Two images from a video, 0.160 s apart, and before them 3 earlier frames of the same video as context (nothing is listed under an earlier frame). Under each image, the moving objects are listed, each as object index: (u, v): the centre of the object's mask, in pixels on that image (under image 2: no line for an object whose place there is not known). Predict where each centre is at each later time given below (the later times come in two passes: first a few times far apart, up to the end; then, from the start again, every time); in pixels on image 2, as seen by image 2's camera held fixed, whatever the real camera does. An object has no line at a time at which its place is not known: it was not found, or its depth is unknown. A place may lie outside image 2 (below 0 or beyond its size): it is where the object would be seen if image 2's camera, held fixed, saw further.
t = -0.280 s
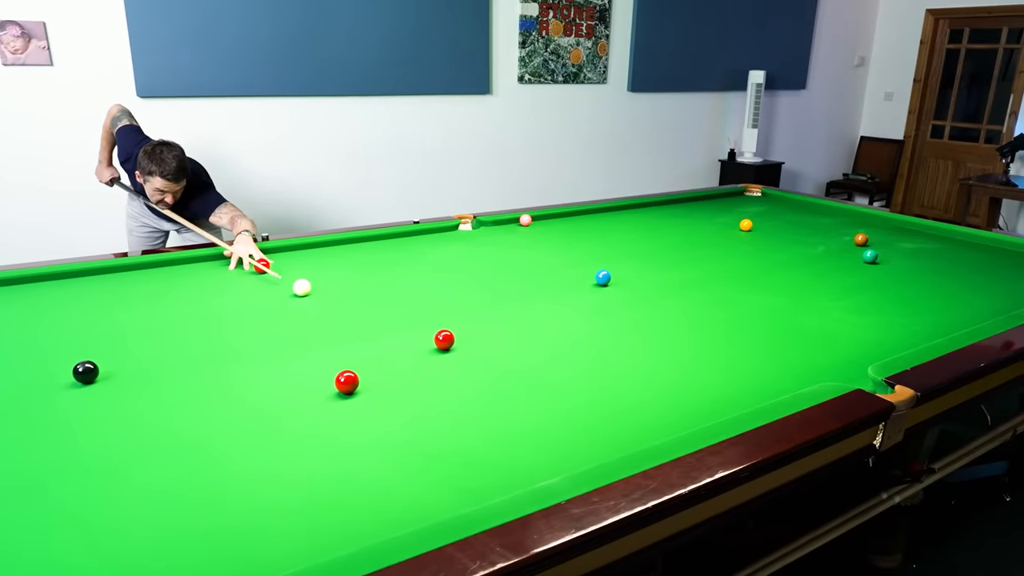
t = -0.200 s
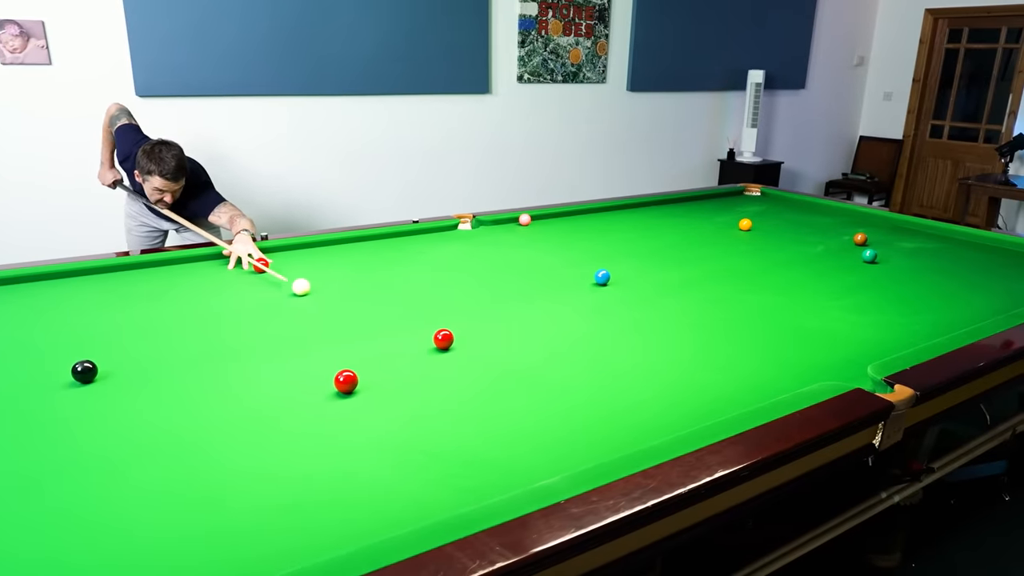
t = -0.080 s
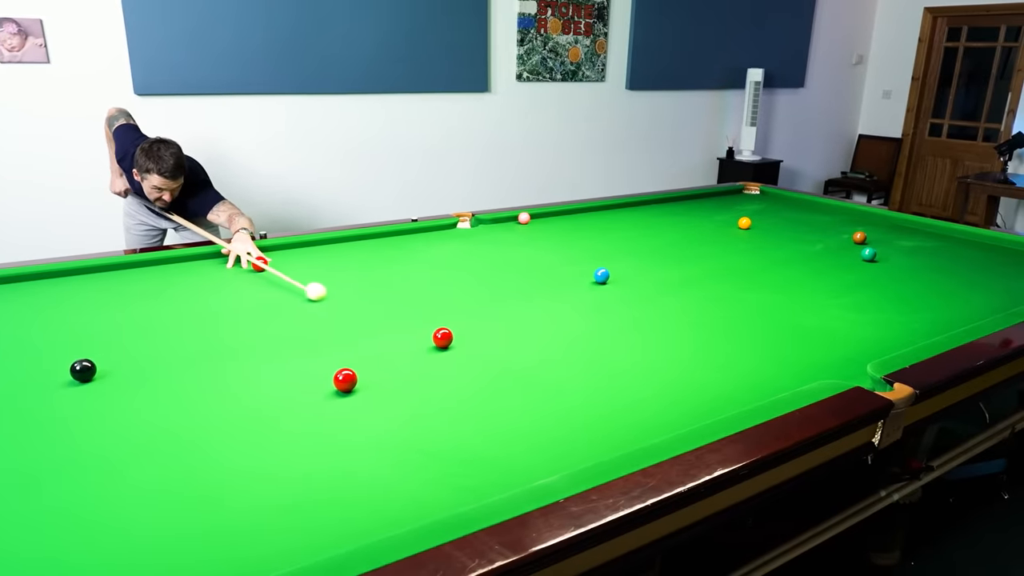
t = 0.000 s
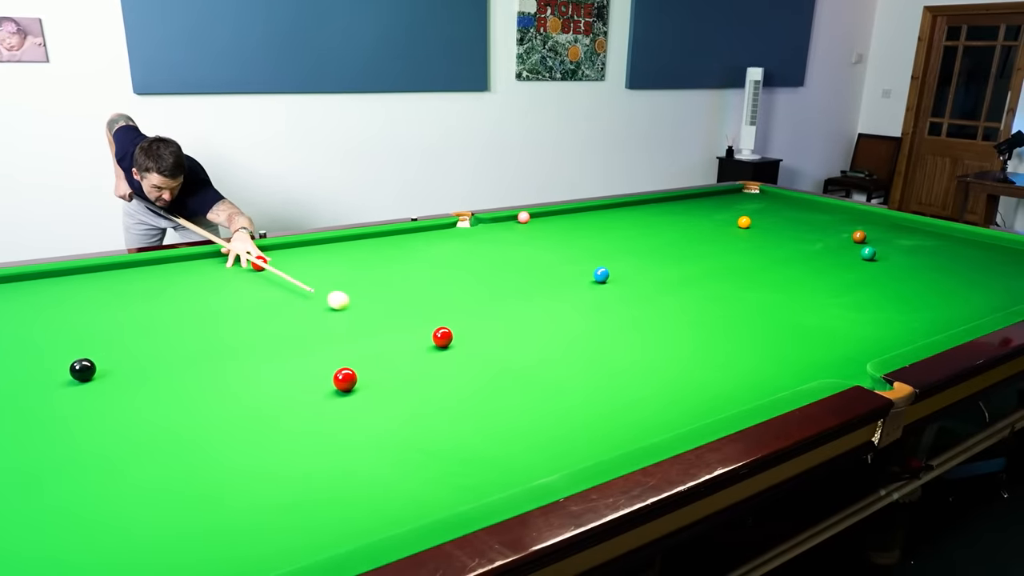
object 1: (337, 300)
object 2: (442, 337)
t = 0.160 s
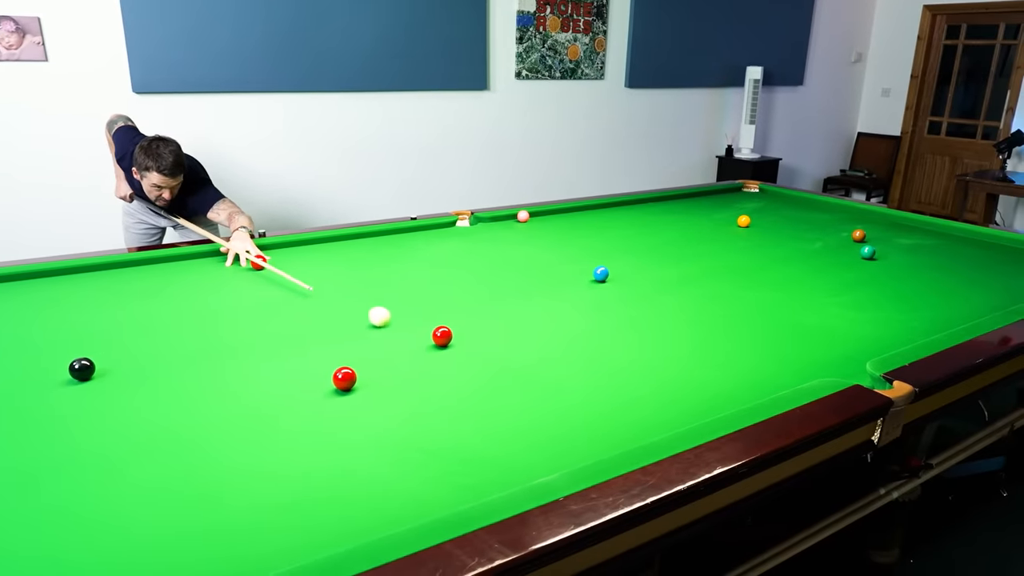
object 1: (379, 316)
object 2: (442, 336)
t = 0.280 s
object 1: (411, 329)
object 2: (442, 336)
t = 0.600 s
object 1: (422, 361)
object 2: (515, 343)
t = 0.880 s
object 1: (429, 393)
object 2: (579, 349)
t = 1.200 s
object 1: (439, 437)
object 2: (650, 355)
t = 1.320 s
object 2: (677, 358)
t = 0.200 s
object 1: (389, 321)
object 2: (441, 336)
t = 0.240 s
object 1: (400, 325)
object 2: (442, 336)
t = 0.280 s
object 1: (411, 329)
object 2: (442, 336)
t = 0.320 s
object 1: (421, 334)
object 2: (443, 336)
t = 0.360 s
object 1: (420, 338)
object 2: (455, 337)
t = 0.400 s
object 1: (419, 341)
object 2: (467, 338)
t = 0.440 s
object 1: (419, 345)
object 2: (477, 339)
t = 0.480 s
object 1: (420, 349)
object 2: (487, 340)
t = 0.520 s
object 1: (421, 353)
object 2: (496, 341)
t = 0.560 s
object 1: (422, 357)
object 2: (506, 342)
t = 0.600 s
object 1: (422, 361)
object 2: (515, 343)
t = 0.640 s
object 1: (423, 366)
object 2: (524, 344)
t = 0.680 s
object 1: (424, 370)
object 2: (533, 345)
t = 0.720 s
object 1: (425, 375)
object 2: (543, 345)
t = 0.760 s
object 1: (426, 379)
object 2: (551, 346)
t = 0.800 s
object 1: (427, 384)
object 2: (560, 347)
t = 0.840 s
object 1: (428, 388)
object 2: (570, 348)
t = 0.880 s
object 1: (429, 393)
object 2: (579, 349)
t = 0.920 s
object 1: (430, 398)
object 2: (588, 350)
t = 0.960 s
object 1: (432, 403)
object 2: (597, 350)
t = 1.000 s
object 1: (433, 409)
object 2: (606, 351)
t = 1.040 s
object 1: (434, 414)
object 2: (615, 352)
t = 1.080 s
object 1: (435, 419)
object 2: (624, 353)
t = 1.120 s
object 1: (436, 425)
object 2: (633, 354)
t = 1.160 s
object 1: (437, 431)
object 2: (641, 355)
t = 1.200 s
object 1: (439, 437)
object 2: (650, 355)
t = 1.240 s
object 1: (440, 443)
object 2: (659, 356)
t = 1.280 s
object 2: (668, 357)
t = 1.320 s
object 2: (677, 358)
